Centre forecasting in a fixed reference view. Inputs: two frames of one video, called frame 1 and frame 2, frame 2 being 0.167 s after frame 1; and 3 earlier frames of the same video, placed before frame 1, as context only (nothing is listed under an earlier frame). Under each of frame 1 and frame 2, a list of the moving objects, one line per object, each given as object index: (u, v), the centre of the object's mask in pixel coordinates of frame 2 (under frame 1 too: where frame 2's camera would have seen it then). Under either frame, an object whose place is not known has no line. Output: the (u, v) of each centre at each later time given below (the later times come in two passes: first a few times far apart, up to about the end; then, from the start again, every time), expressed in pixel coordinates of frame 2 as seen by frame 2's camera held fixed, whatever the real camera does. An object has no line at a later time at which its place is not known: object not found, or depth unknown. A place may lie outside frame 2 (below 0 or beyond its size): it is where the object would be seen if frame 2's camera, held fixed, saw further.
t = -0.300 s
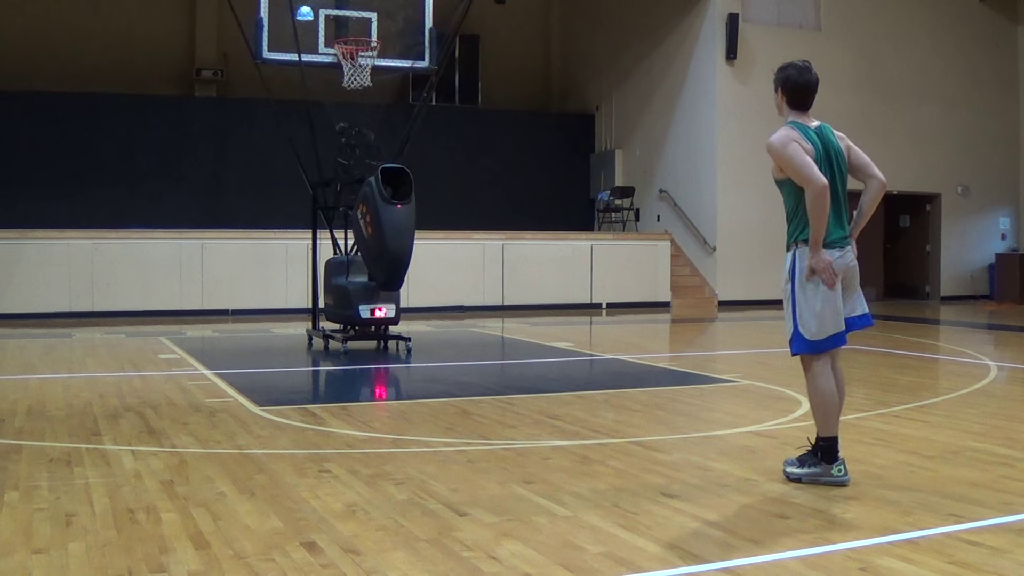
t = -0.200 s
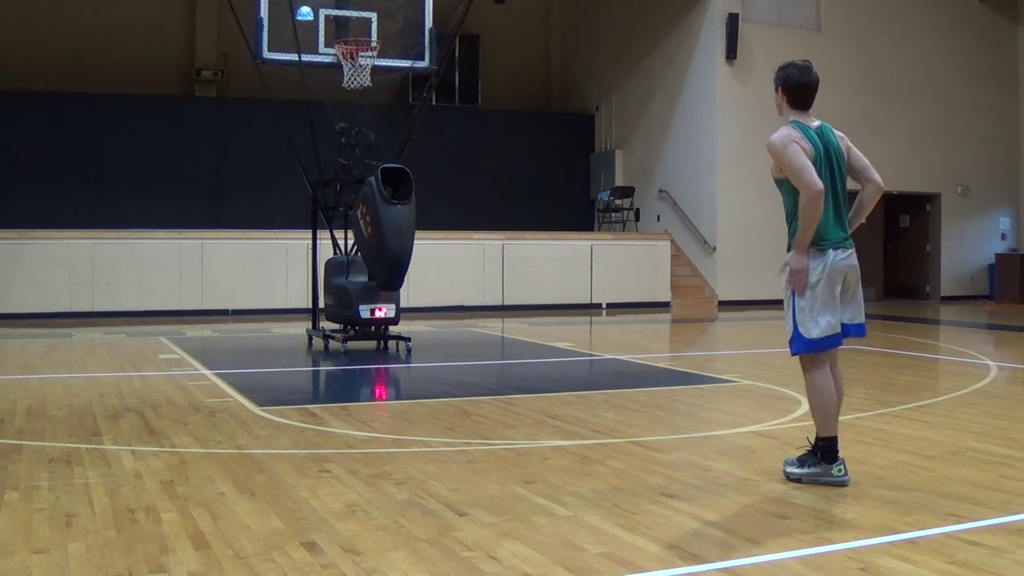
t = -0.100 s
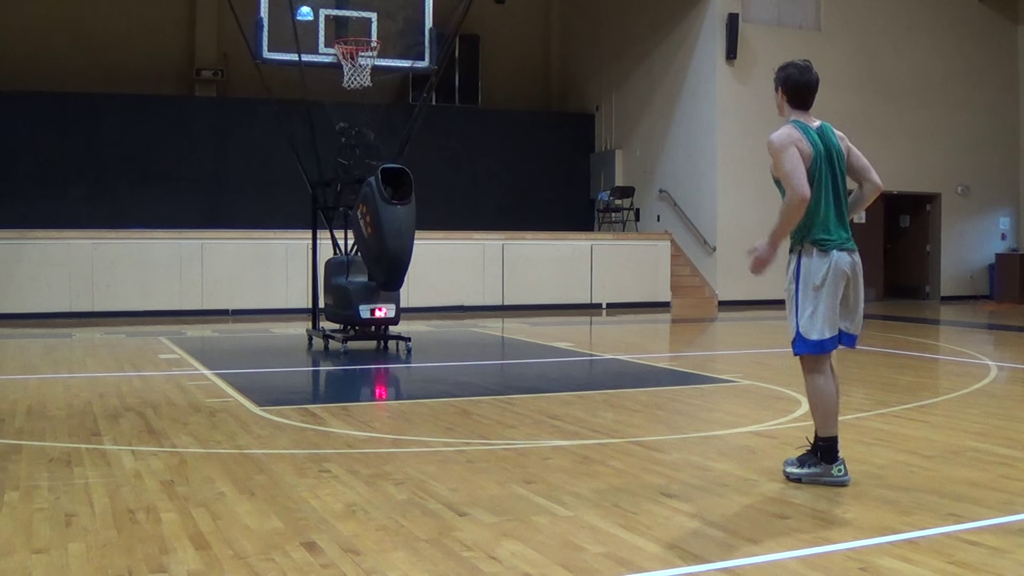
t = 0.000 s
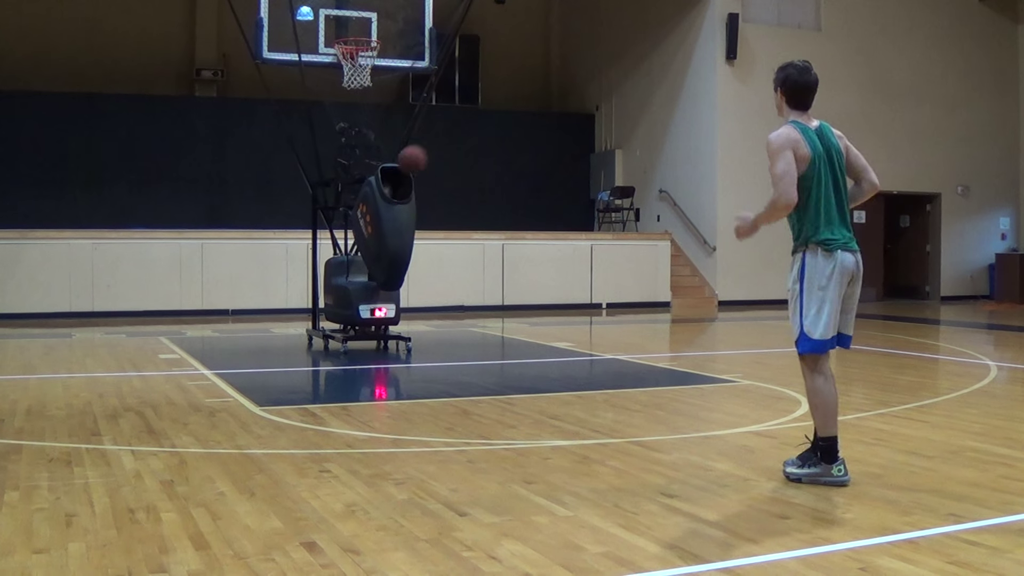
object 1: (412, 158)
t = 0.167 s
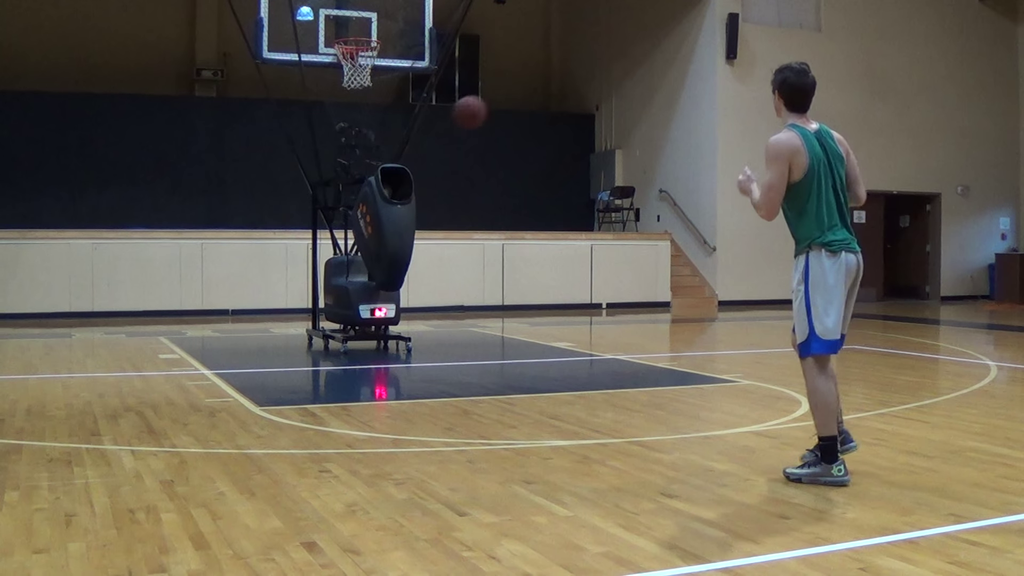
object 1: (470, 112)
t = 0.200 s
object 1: (483, 105)
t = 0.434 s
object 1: (596, 93)
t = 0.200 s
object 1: (483, 105)
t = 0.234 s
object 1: (497, 99)
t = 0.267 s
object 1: (512, 95)
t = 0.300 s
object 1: (527, 92)
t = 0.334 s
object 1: (543, 89)
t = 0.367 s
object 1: (559, 89)
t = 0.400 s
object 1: (577, 91)
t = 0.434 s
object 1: (596, 93)
